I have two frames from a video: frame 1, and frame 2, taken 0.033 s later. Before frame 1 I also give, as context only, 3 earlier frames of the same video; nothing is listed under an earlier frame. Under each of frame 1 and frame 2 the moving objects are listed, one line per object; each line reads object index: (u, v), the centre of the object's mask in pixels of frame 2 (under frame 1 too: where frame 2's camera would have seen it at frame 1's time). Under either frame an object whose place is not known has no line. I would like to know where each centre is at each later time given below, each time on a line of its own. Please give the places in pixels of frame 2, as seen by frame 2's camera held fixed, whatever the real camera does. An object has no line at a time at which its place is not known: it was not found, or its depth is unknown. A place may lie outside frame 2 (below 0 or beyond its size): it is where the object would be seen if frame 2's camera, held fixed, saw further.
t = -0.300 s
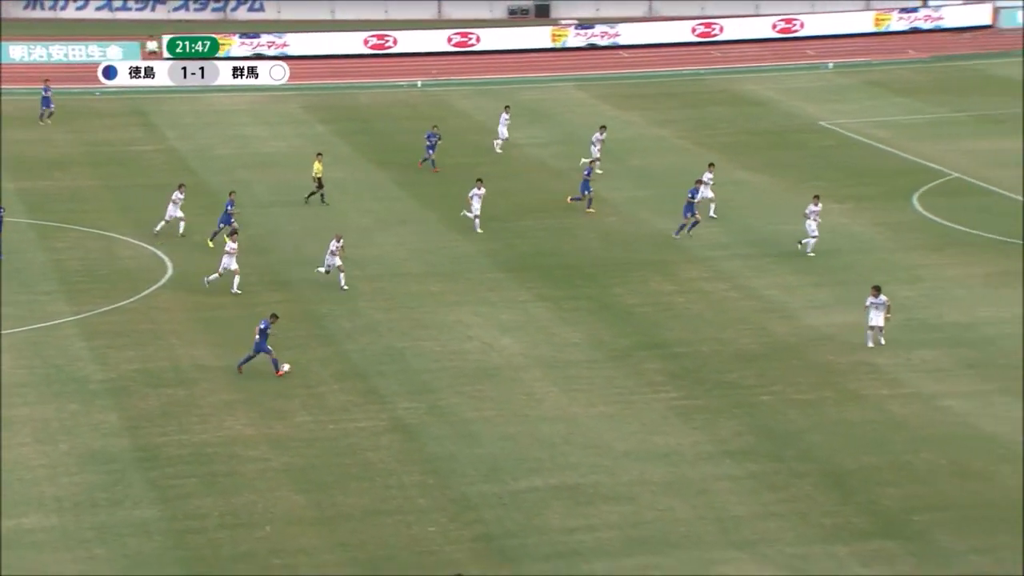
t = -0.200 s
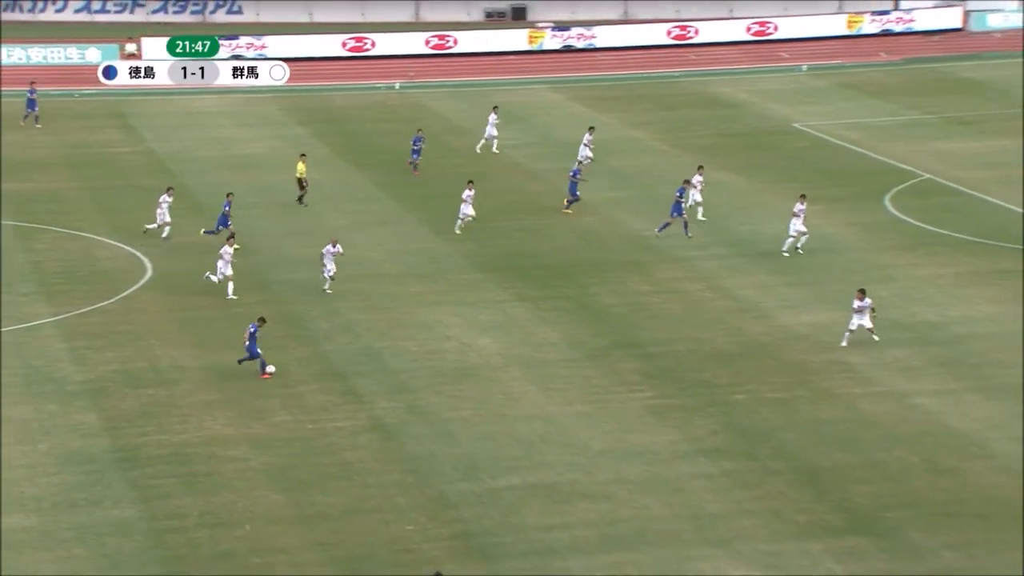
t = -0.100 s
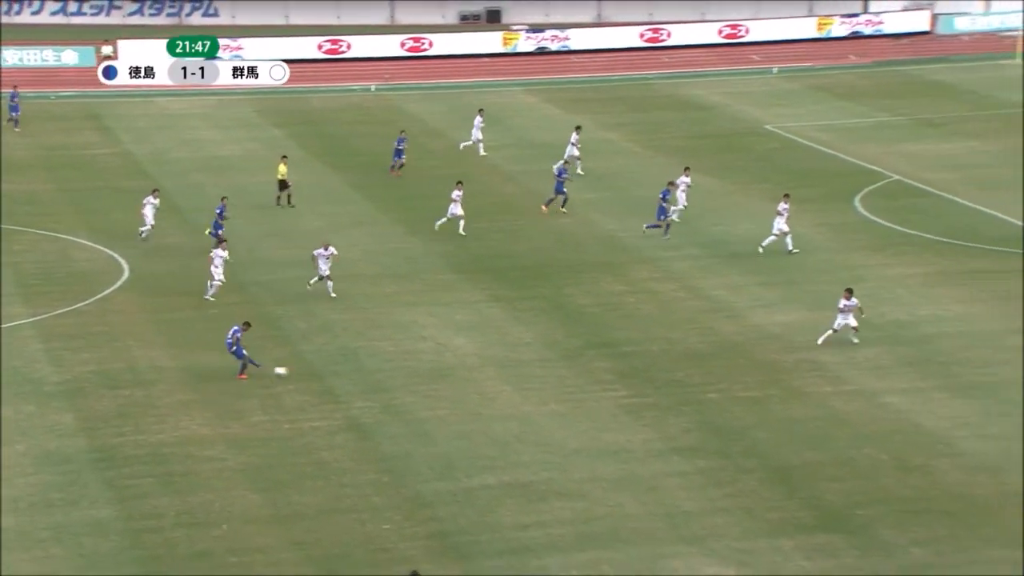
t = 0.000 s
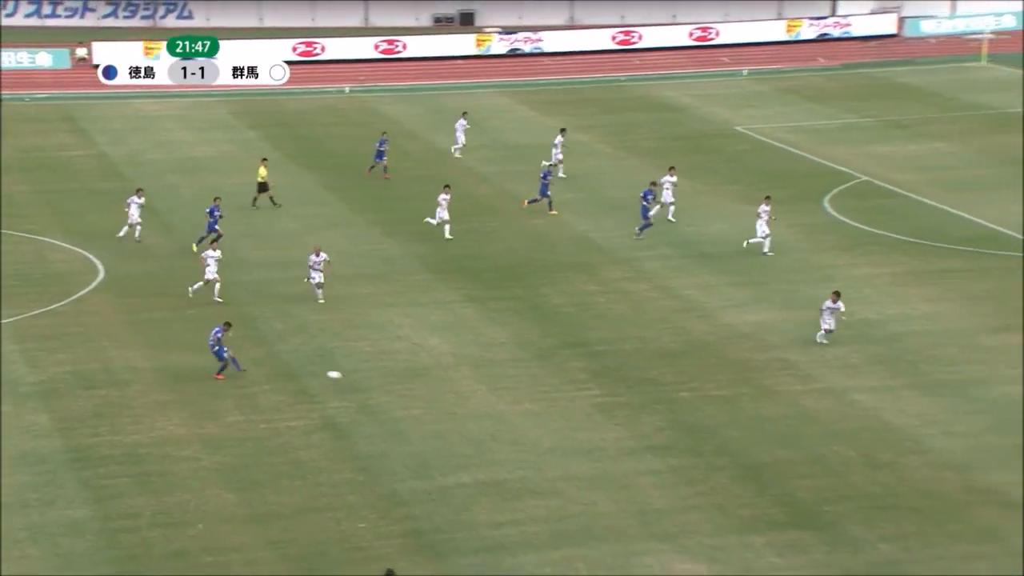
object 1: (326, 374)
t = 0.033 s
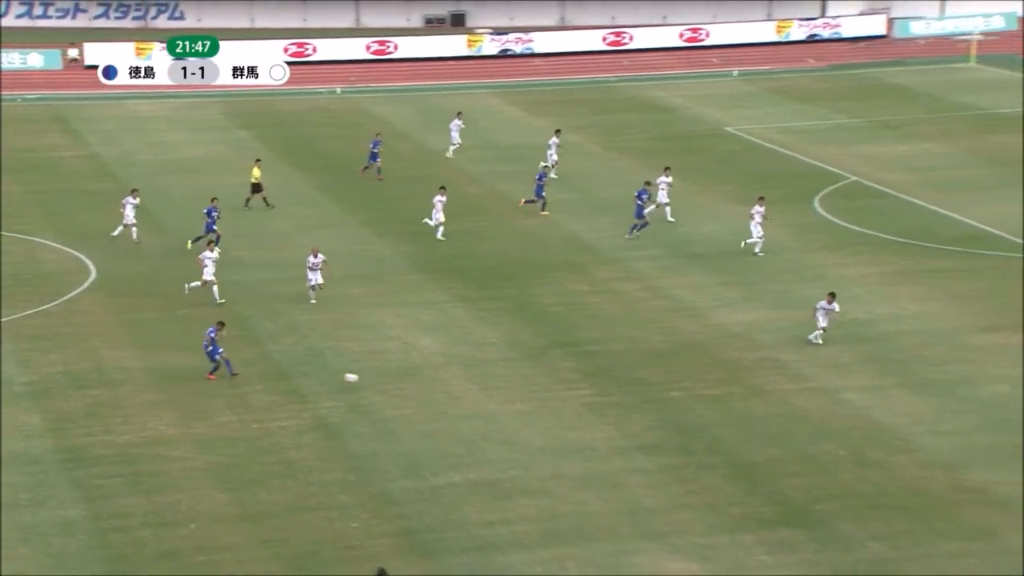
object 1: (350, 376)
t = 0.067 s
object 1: (375, 380)
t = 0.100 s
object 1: (401, 384)
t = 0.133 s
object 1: (426, 389)
